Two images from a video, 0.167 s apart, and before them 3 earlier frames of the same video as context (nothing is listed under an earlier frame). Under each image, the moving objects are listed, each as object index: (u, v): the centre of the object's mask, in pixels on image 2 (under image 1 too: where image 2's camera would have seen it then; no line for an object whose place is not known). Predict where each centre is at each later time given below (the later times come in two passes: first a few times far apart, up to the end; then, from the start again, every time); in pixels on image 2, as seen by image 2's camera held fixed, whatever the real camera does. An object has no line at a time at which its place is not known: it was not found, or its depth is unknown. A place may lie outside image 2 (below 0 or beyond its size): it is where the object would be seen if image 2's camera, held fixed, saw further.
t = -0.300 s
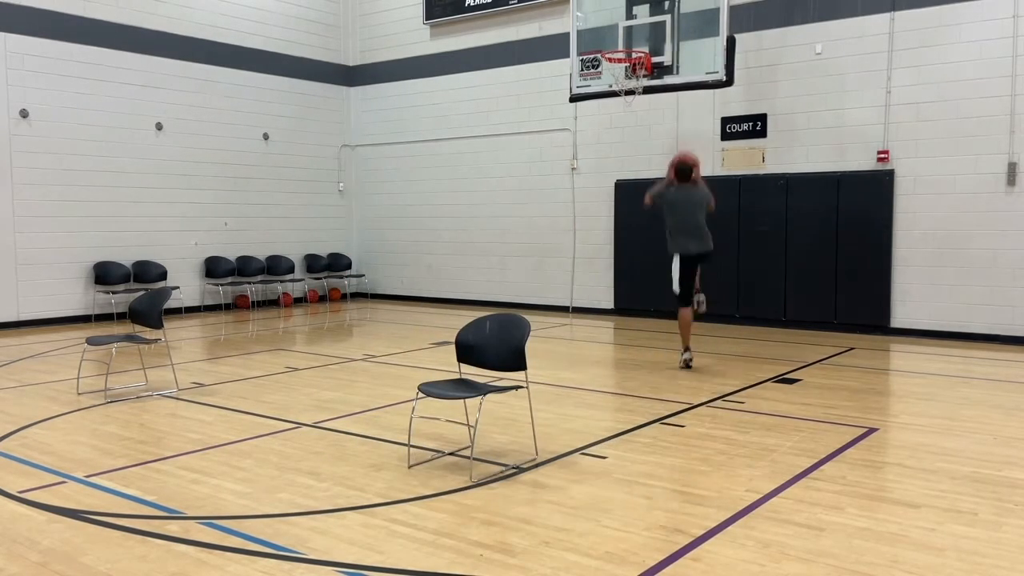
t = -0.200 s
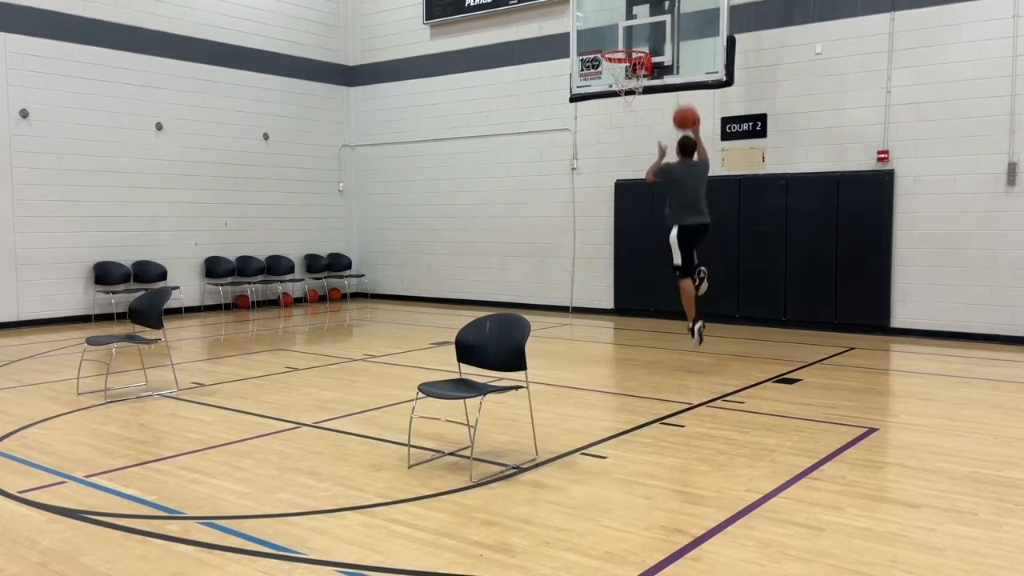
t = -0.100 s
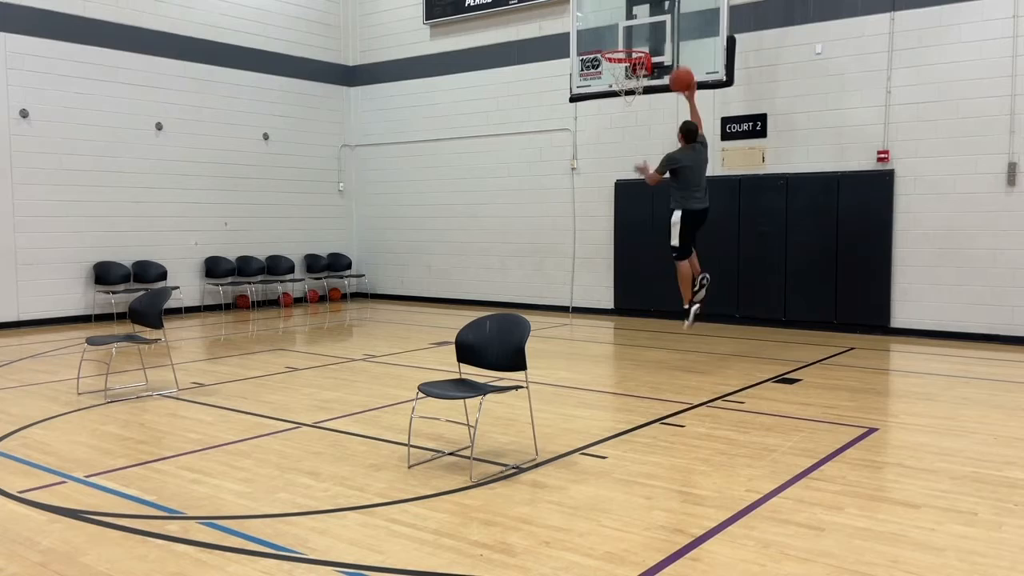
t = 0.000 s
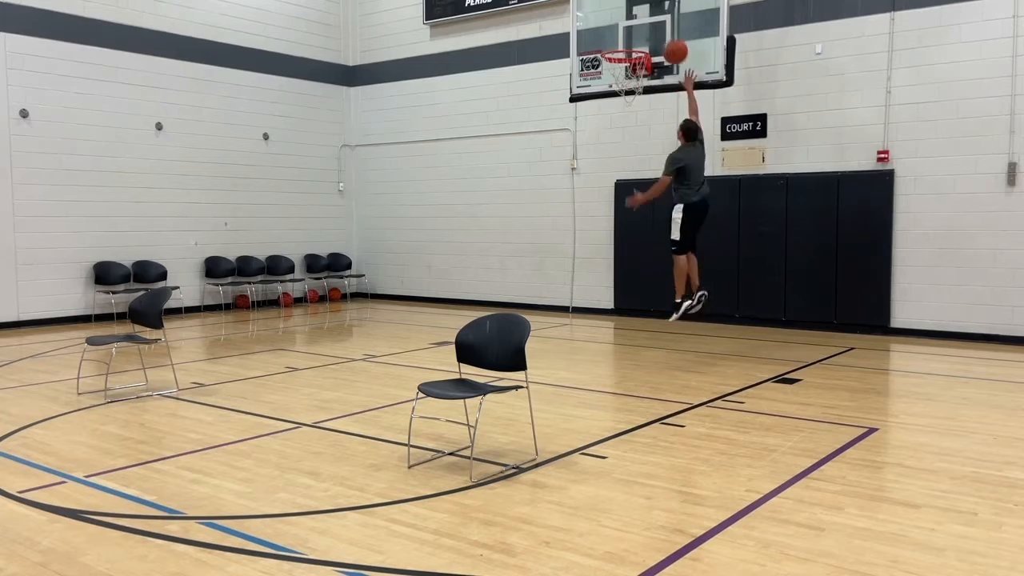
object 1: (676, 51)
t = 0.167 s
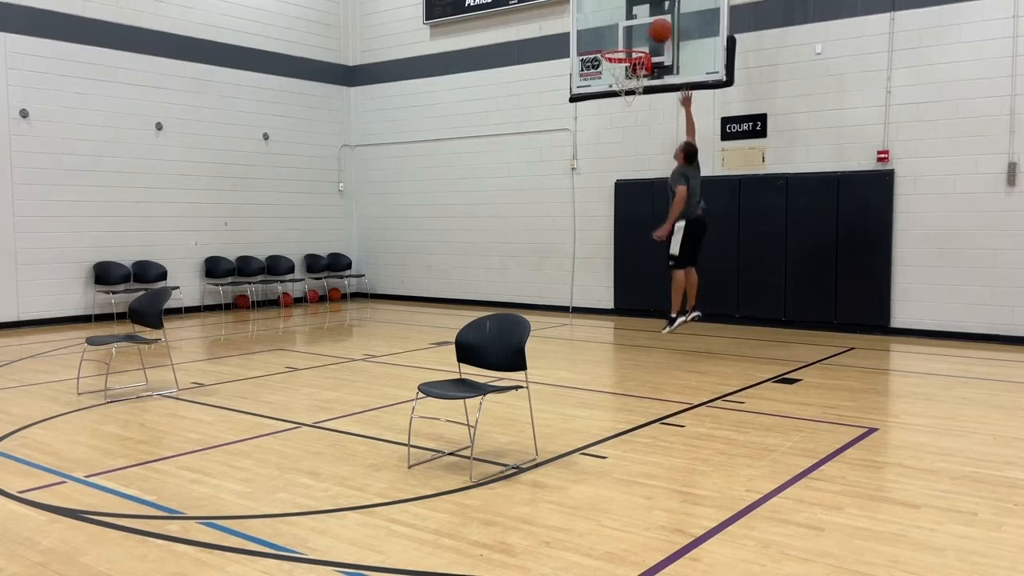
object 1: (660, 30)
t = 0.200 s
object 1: (656, 30)
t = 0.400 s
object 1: (629, 44)
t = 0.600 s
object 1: (611, 70)
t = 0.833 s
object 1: (615, 95)
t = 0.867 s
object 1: (617, 101)
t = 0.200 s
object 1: (656, 30)
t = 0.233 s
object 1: (651, 30)
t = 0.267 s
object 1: (647, 32)
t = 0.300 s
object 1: (642, 34)
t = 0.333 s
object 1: (637, 39)
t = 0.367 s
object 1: (633, 43)
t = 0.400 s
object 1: (629, 44)
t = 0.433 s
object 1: (626, 47)
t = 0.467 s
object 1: (623, 49)
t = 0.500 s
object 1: (619, 53)
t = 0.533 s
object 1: (616, 59)
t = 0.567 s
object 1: (613, 64)
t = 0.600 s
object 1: (611, 70)
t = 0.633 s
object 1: (610, 74)
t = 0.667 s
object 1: (609, 76)
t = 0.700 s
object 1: (610, 78)
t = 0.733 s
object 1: (611, 81)
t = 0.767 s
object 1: (613, 85)
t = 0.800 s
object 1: (614, 90)
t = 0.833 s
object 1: (615, 95)
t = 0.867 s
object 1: (617, 101)
